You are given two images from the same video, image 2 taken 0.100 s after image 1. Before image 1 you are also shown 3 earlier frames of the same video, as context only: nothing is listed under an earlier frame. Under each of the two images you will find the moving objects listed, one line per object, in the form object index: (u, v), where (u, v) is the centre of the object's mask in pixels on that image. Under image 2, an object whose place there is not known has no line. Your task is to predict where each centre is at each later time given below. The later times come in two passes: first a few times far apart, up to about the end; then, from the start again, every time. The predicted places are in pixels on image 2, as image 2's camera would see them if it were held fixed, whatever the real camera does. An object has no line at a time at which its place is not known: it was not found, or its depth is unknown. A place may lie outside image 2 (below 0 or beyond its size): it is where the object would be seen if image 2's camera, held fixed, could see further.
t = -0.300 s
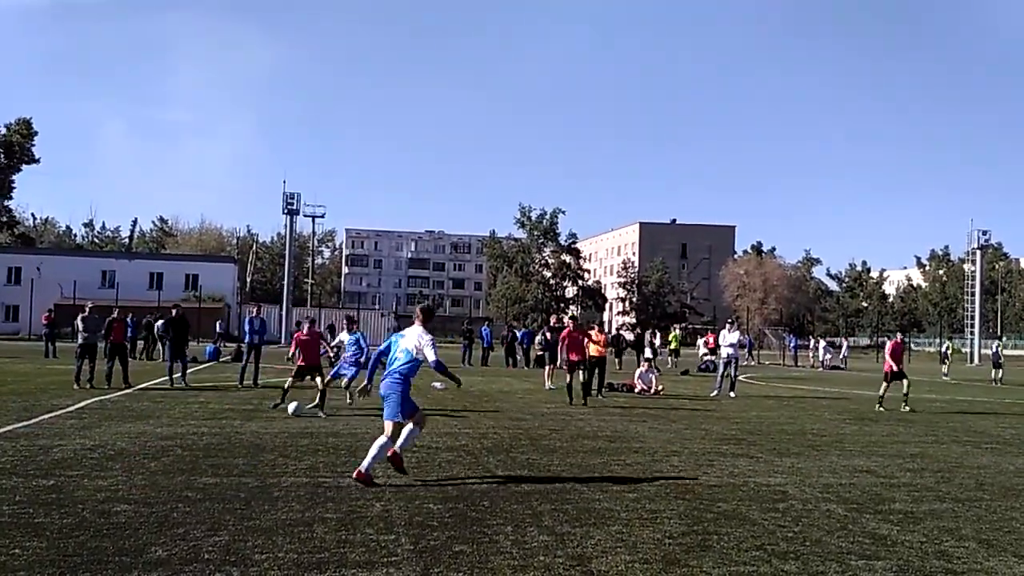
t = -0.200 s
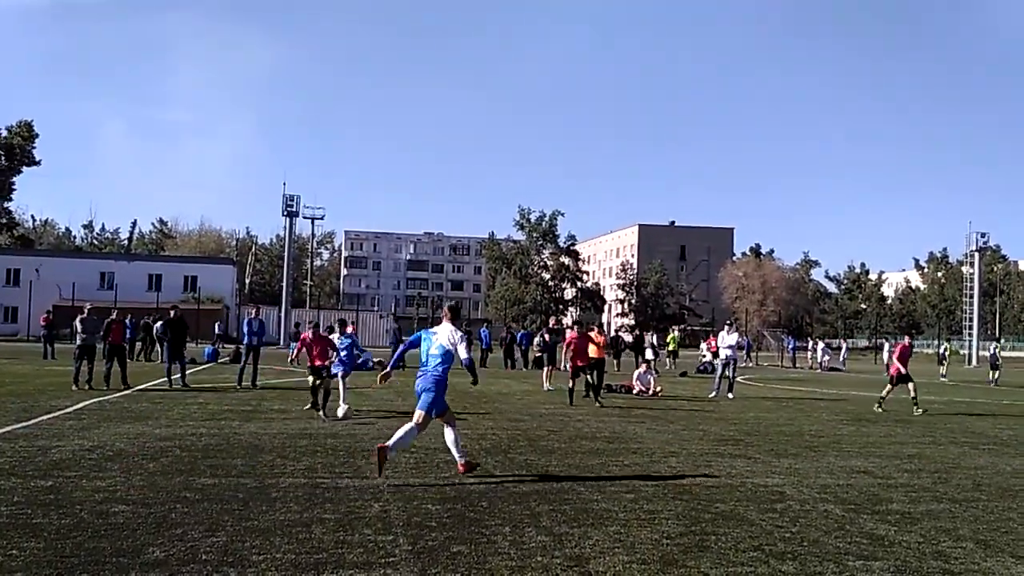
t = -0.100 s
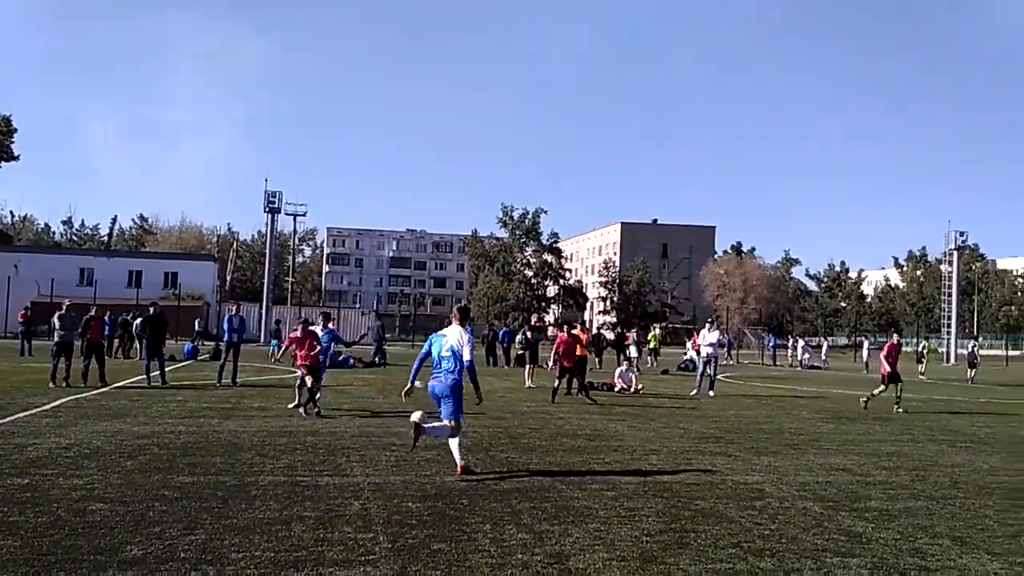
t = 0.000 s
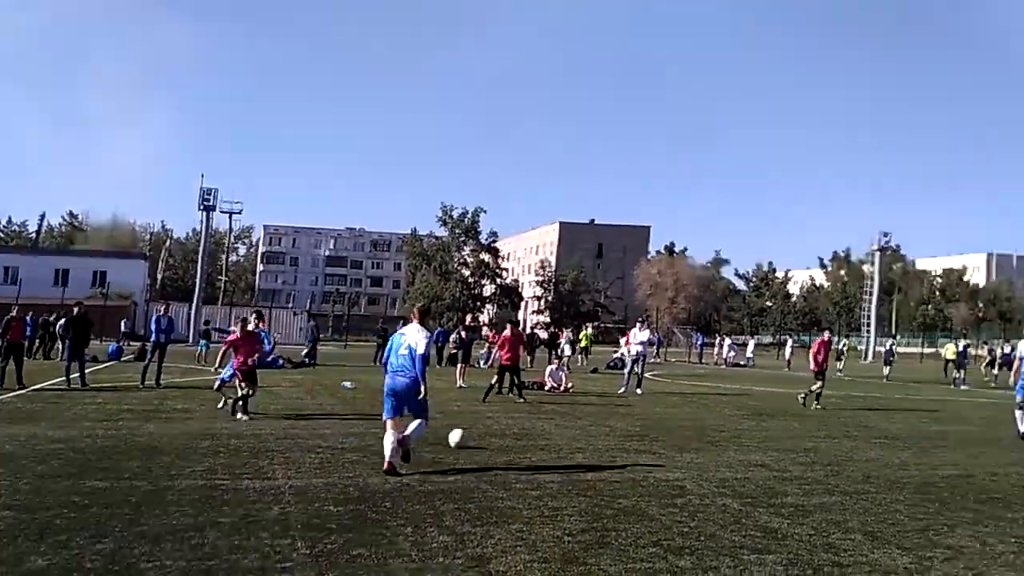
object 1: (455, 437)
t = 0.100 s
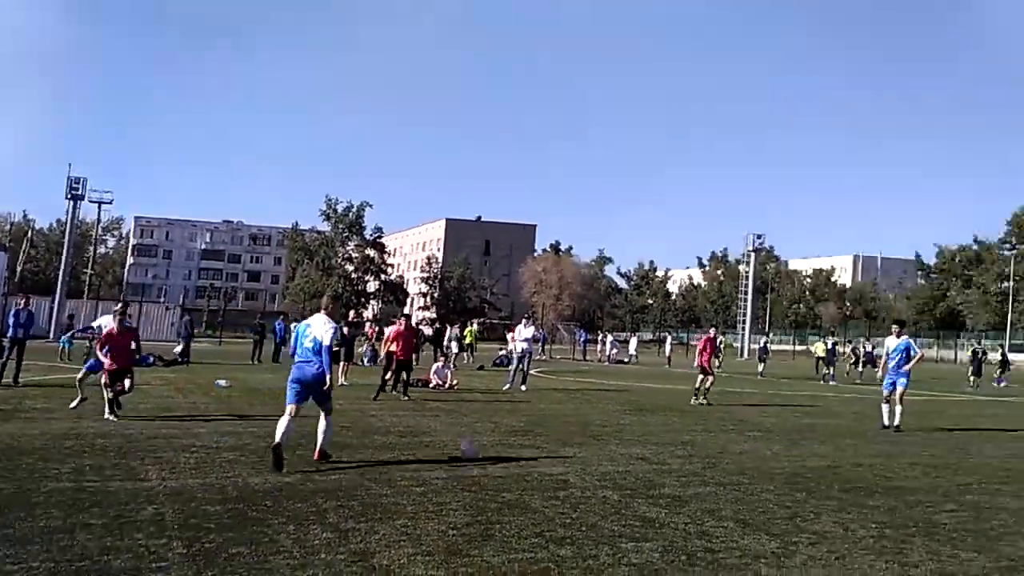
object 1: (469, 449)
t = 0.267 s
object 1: (712, 476)
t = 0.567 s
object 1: (1241, 533)
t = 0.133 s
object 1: (514, 455)
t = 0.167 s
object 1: (559, 458)
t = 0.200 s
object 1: (607, 462)
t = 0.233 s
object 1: (658, 470)
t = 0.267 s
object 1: (712, 476)
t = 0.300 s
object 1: (764, 480)
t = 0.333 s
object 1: (816, 484)
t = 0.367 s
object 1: (872, 488)
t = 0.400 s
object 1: (930, 494)
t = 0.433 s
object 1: (992, 504)
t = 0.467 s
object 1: (1055, 515)
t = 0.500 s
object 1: (1116, 520)
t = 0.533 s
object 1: (1178, 527)
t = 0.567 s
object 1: (1241, 533)
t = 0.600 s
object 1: (1308, 541)
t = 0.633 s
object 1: (1374, 549)
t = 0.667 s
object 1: (1437, 551)
